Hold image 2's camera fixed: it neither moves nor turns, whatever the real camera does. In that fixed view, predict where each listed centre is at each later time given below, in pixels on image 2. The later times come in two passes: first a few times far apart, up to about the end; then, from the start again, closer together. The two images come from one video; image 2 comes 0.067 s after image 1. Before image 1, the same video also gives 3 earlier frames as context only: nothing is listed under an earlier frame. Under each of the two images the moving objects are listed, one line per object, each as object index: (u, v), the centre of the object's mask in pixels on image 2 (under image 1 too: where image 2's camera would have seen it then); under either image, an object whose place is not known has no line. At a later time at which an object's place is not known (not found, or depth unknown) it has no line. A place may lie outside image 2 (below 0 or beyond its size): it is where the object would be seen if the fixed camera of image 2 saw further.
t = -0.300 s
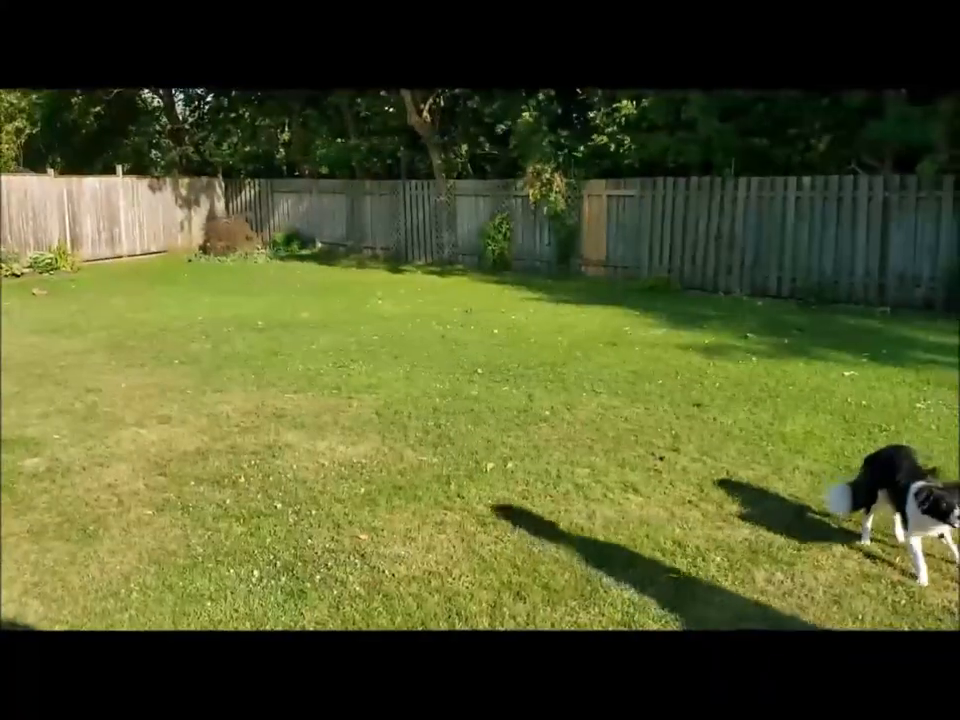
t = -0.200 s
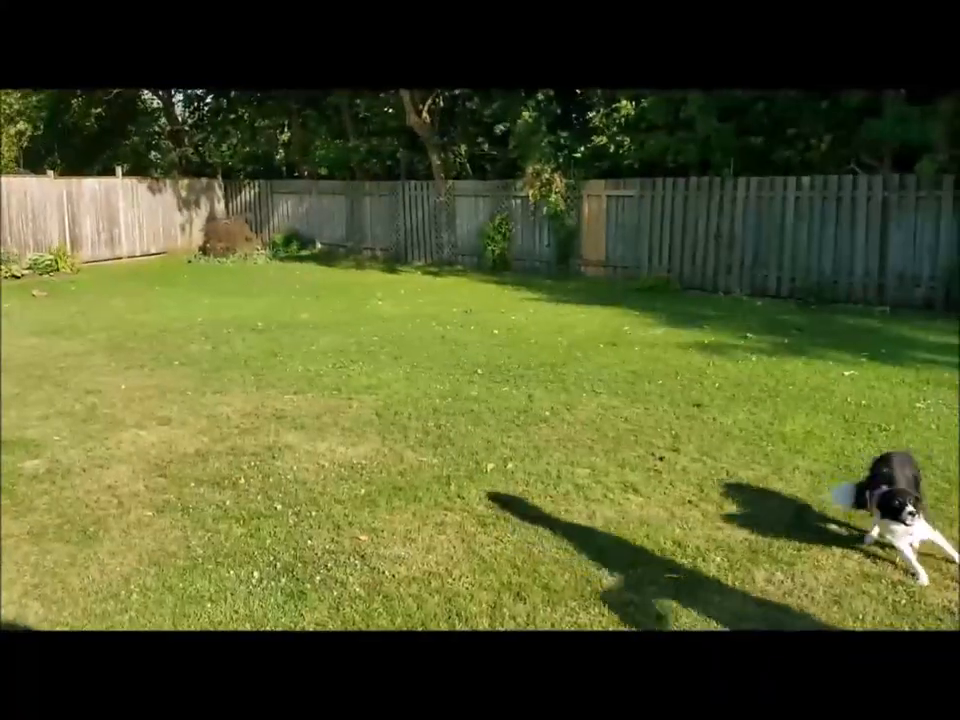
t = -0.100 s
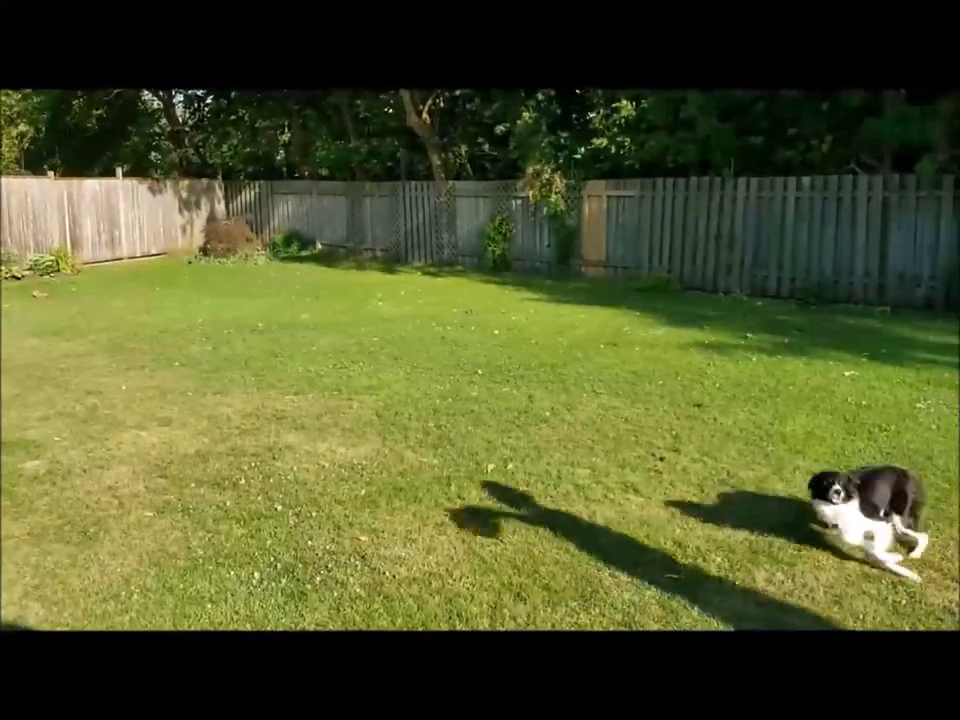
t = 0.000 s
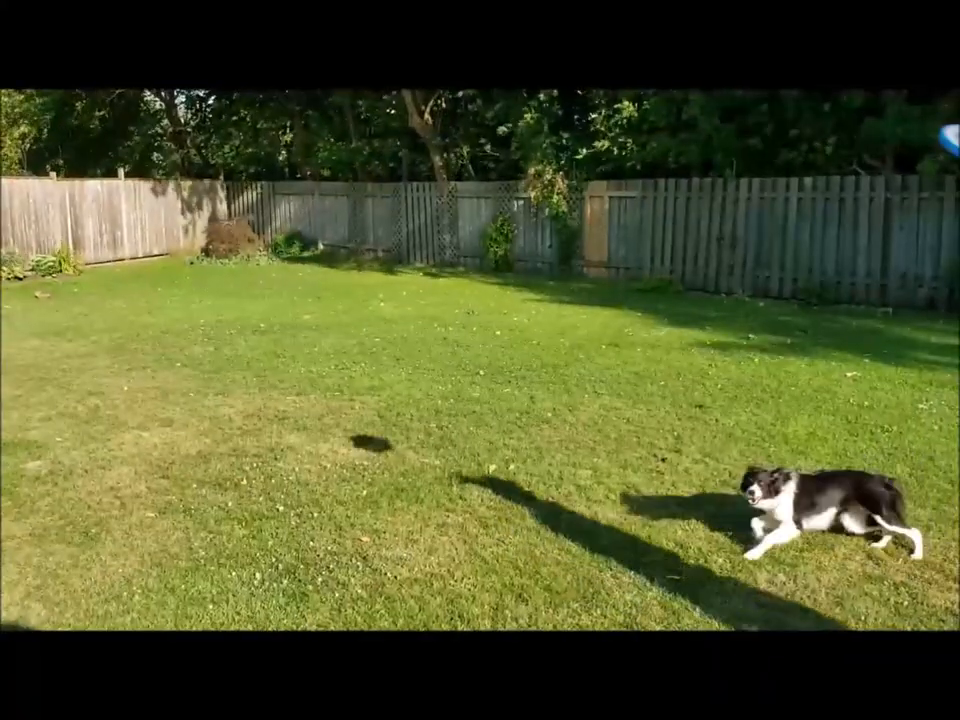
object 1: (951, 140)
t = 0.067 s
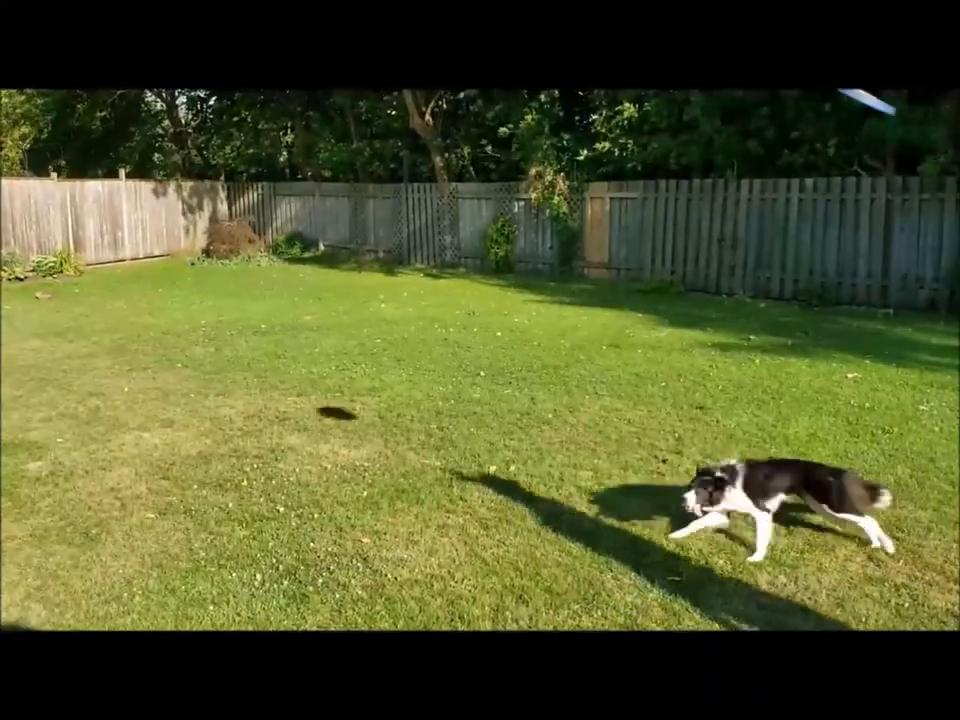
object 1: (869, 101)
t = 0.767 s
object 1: (470, 96)
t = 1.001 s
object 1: (442, 139)
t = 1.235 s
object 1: (421, 191)
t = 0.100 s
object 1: (825, 93)
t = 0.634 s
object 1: (497, 80)
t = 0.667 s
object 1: (485, 81)
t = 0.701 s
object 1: (478, 85)
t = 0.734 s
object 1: (475, 91)
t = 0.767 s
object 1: (470, 96)
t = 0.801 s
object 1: (465, 101)
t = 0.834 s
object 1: (461, 107)
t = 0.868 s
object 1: (457, 112)
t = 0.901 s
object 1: (452, 119)
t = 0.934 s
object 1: (448, 125)
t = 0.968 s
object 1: (445, 132)
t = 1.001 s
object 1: (442, 139)
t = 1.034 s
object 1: (438, 146)
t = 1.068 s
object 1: (436, 153)
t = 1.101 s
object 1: (433, 160)
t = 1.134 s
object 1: (430, 168)
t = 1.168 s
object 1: (427, 176)
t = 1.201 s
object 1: (424, 183)
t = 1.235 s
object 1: (421, 191)
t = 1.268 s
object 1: (419, 198)
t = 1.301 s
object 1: (417, 206)
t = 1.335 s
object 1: (415, 215)
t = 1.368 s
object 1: (412, 223)
